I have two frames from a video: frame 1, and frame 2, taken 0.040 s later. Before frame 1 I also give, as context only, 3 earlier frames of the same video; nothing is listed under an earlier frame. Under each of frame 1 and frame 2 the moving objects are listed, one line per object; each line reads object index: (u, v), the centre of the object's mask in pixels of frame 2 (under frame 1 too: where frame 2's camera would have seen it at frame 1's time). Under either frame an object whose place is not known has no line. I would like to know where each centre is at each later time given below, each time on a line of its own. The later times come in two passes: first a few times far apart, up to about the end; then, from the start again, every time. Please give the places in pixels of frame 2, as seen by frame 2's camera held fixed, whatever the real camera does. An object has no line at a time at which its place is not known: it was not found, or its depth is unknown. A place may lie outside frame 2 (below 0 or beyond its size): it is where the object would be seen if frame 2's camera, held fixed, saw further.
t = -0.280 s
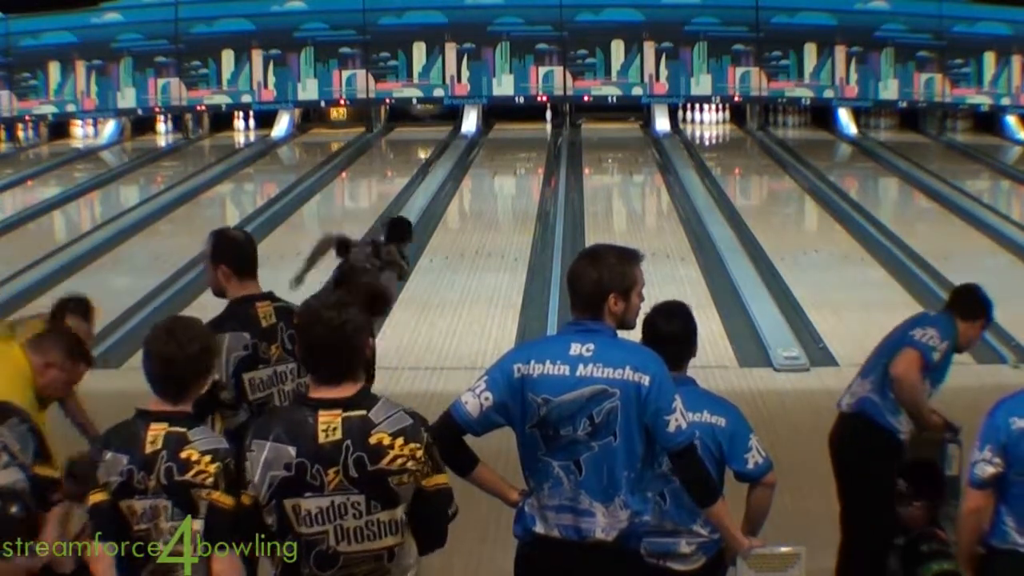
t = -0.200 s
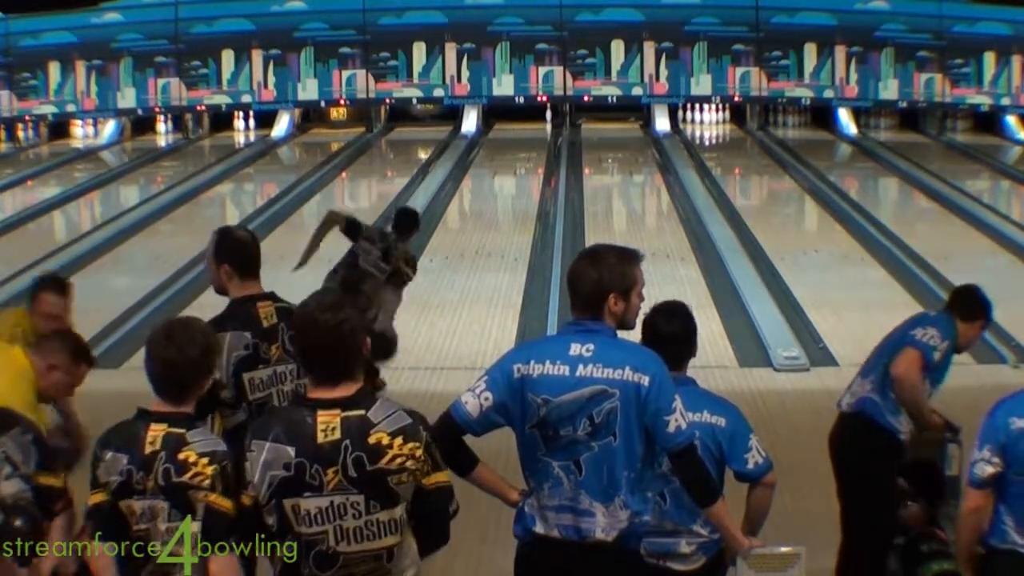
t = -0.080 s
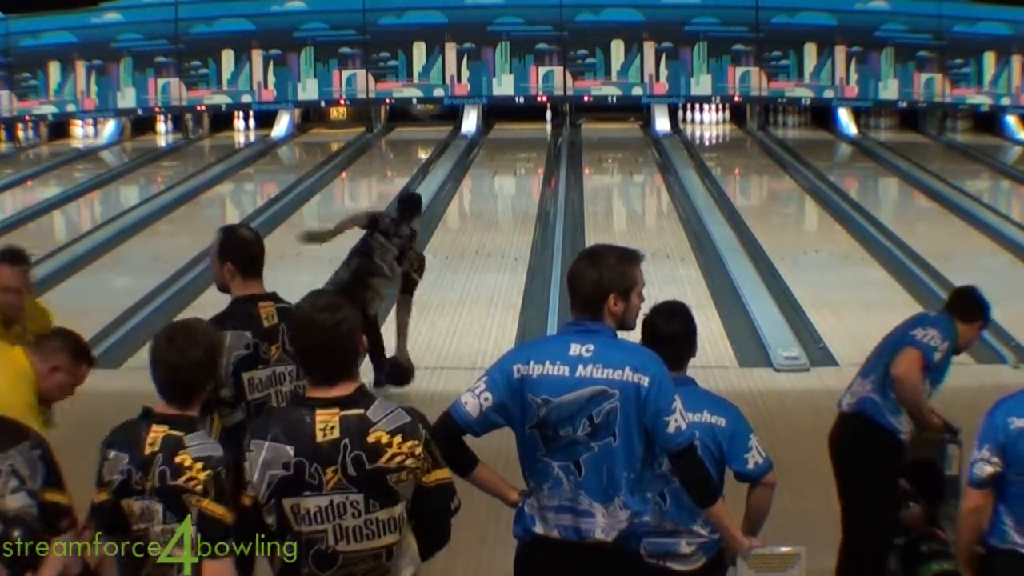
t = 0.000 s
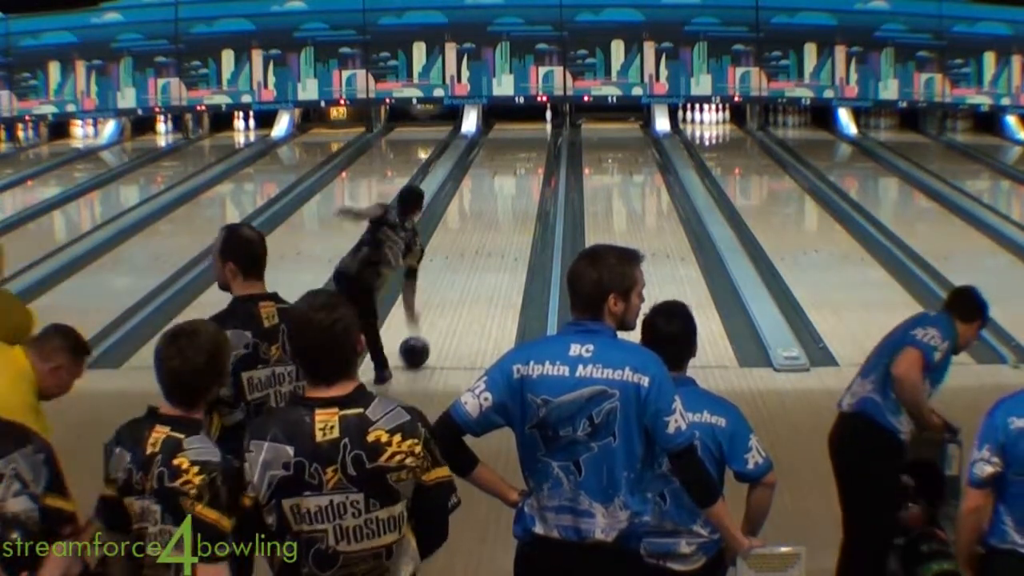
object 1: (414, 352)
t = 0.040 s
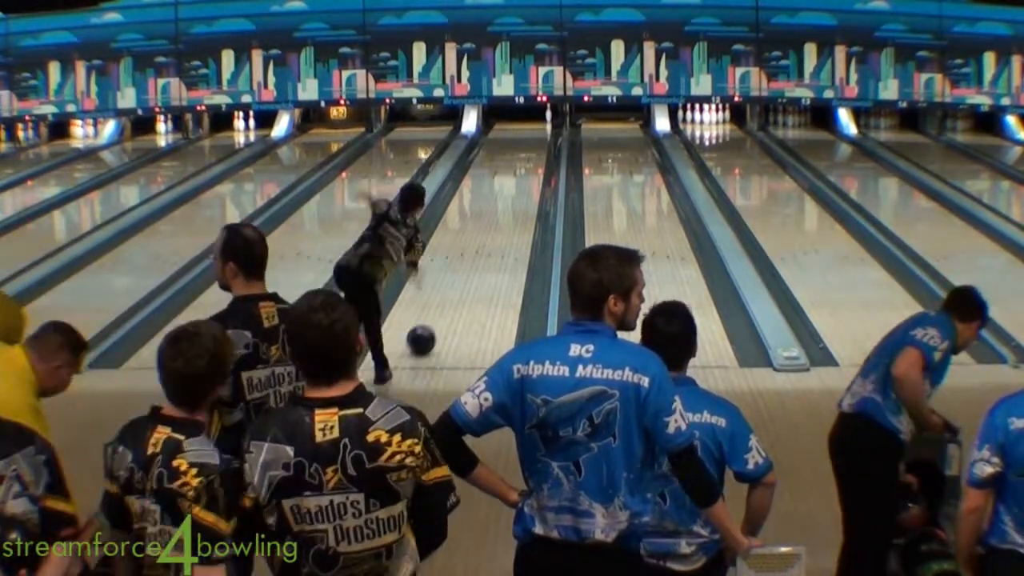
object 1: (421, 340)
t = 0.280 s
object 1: (455, 279)
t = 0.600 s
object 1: (485, 223)
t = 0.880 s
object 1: (503, 189)
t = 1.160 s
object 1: (517, 164)
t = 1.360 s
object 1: (525, 151)
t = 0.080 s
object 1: (428, 328)
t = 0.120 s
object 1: (434, 317)
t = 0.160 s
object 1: (439, 306)
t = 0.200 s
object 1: (445, 297)
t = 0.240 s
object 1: (450, 287)
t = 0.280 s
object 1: (455, 279)
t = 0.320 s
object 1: (459, 270)
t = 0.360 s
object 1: (464, 262)
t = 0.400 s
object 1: (467, 255)
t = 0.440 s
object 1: (472, 248)
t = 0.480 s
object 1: (475, 241)
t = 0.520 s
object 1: (479, 235)
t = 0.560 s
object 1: (482, 229)
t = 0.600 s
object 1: (485, 223)
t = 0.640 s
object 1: (488, 218)
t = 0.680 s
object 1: (491, 213)
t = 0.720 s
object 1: (494, 208)
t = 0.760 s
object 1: (496, 203)
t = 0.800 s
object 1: (499, 198)
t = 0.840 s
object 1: (501, 194)
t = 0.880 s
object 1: (503, 189)
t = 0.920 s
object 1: (505, 186)
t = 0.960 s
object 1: (508, 181)
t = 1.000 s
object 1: (510, 177)
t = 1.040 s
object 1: (512, 174)
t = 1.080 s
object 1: (514, 171)
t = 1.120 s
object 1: (515, 167)
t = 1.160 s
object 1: (517, 164)
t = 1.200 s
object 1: (519, 161)
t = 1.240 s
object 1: (521, 158)
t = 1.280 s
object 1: (522, 154)
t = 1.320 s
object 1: (523, 152)
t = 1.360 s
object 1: (525, 151)
